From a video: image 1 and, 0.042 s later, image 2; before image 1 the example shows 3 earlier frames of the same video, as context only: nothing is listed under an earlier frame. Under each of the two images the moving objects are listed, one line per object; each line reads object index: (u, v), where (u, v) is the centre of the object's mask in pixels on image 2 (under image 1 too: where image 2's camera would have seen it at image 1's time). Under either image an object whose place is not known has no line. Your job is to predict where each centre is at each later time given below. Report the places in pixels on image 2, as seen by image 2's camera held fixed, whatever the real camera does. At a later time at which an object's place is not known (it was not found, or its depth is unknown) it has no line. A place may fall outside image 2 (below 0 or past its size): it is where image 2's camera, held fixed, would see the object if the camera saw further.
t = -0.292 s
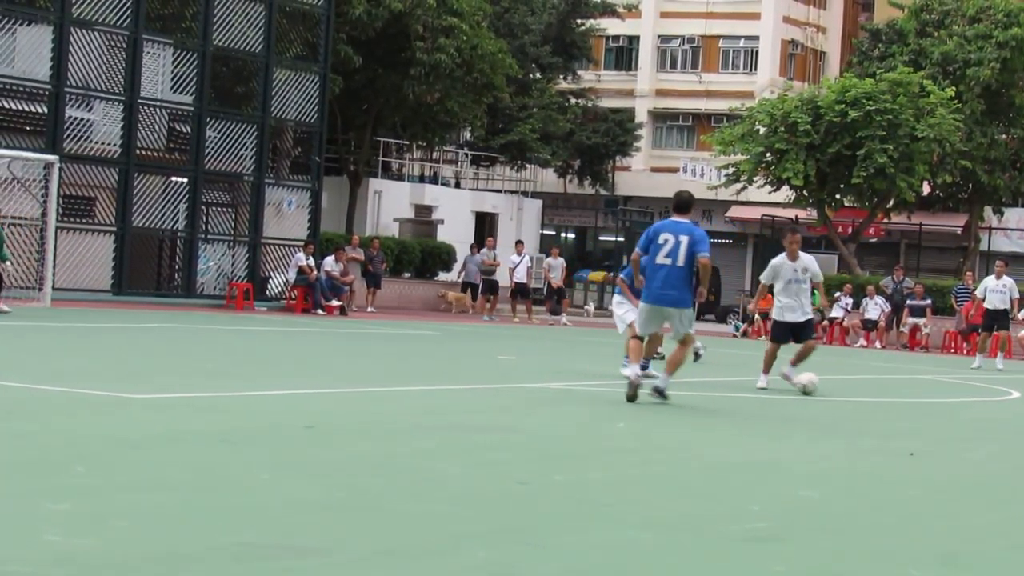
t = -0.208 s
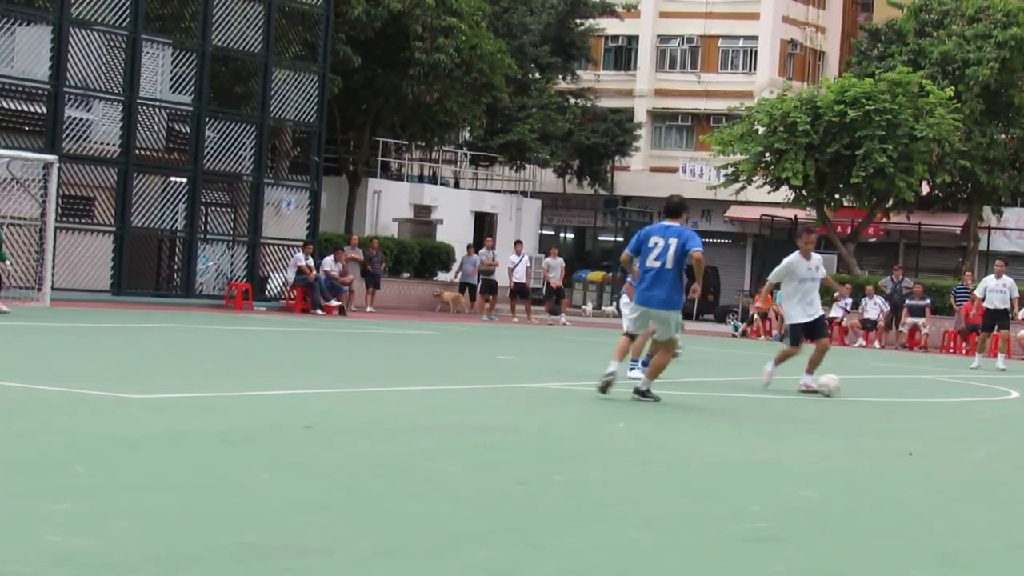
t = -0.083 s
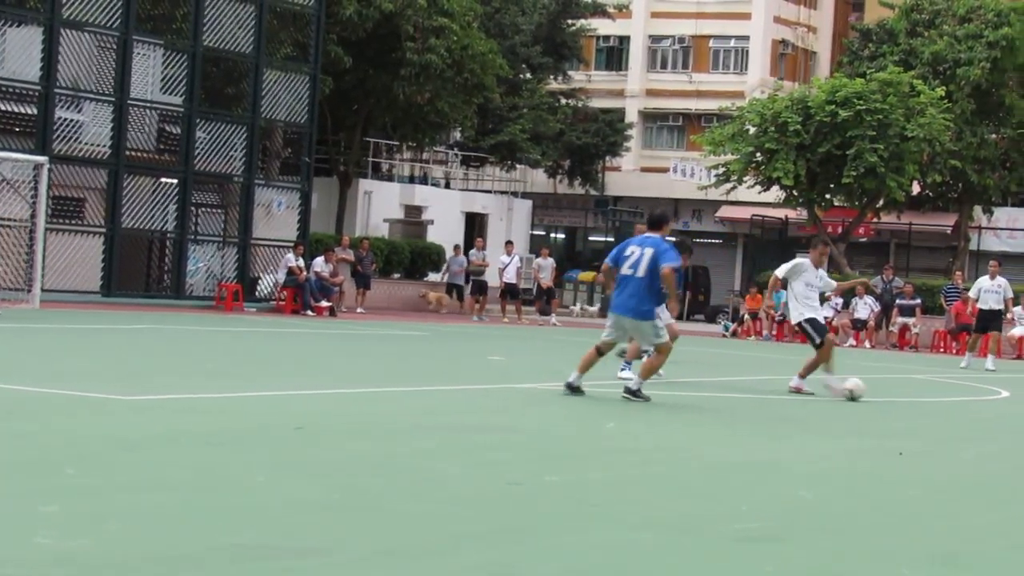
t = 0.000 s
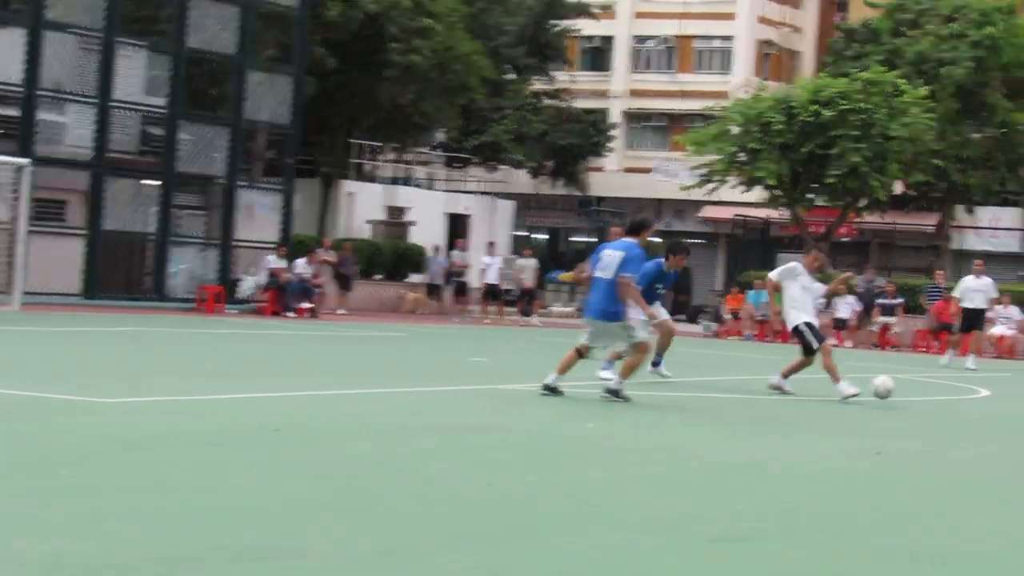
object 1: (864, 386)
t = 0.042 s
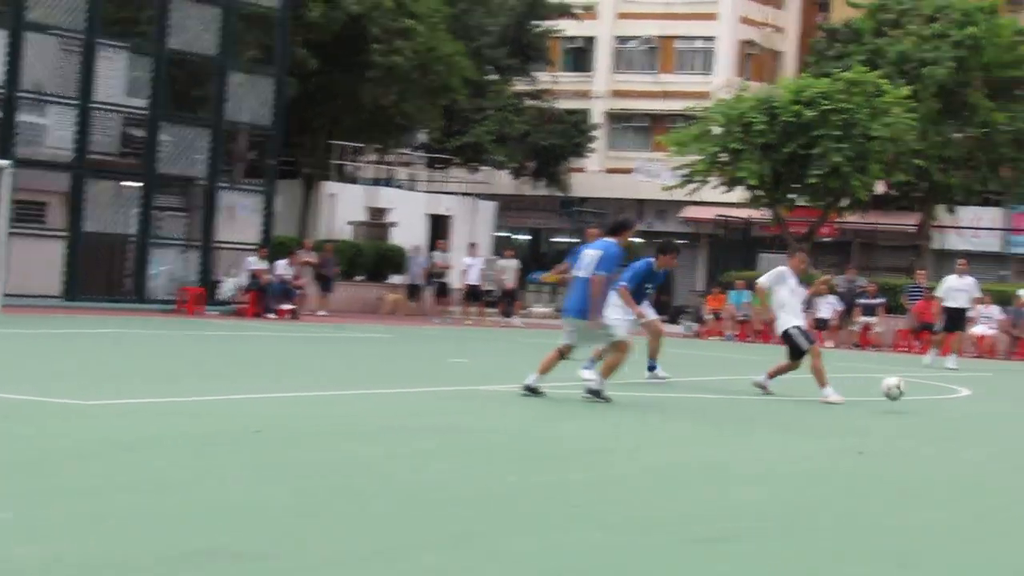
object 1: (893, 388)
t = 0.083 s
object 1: (924, 391)
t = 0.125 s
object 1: (957, 397)
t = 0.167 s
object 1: (989, 405)
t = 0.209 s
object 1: (1024, 416)
